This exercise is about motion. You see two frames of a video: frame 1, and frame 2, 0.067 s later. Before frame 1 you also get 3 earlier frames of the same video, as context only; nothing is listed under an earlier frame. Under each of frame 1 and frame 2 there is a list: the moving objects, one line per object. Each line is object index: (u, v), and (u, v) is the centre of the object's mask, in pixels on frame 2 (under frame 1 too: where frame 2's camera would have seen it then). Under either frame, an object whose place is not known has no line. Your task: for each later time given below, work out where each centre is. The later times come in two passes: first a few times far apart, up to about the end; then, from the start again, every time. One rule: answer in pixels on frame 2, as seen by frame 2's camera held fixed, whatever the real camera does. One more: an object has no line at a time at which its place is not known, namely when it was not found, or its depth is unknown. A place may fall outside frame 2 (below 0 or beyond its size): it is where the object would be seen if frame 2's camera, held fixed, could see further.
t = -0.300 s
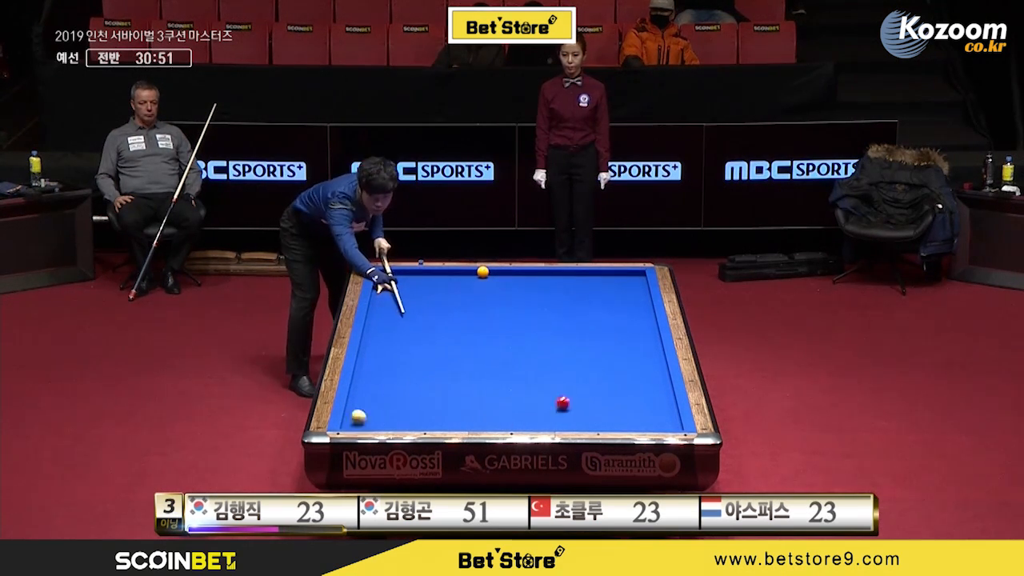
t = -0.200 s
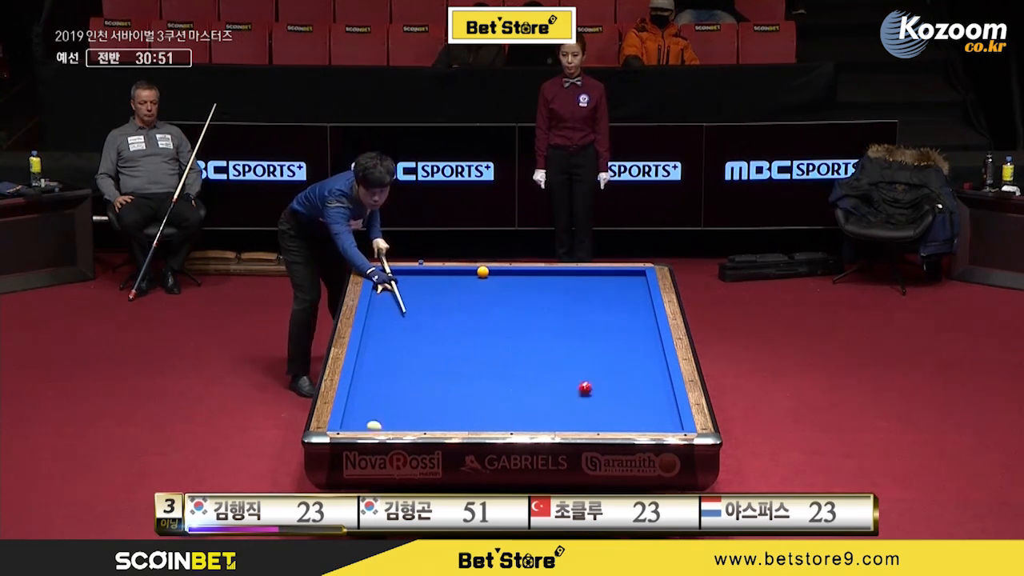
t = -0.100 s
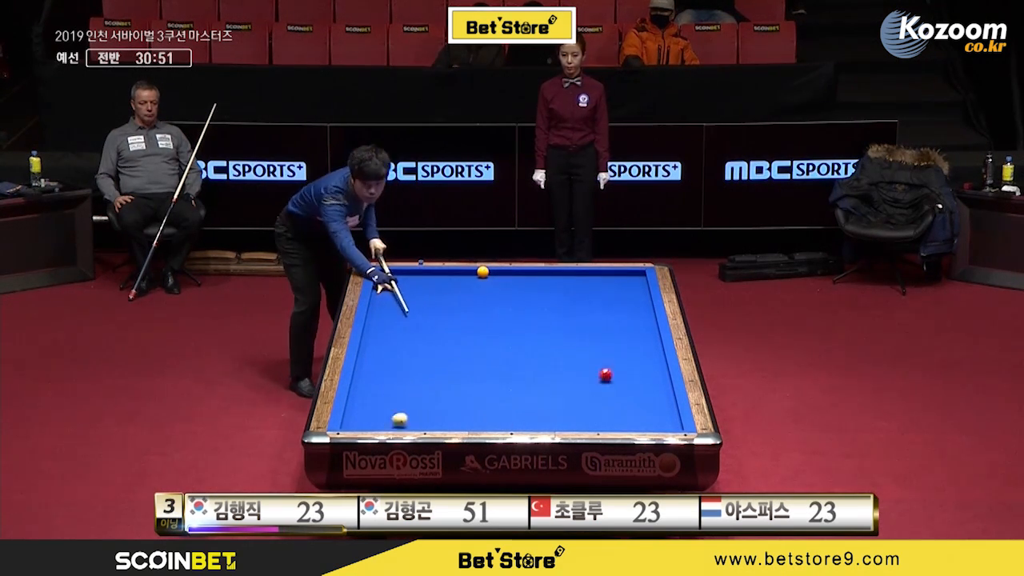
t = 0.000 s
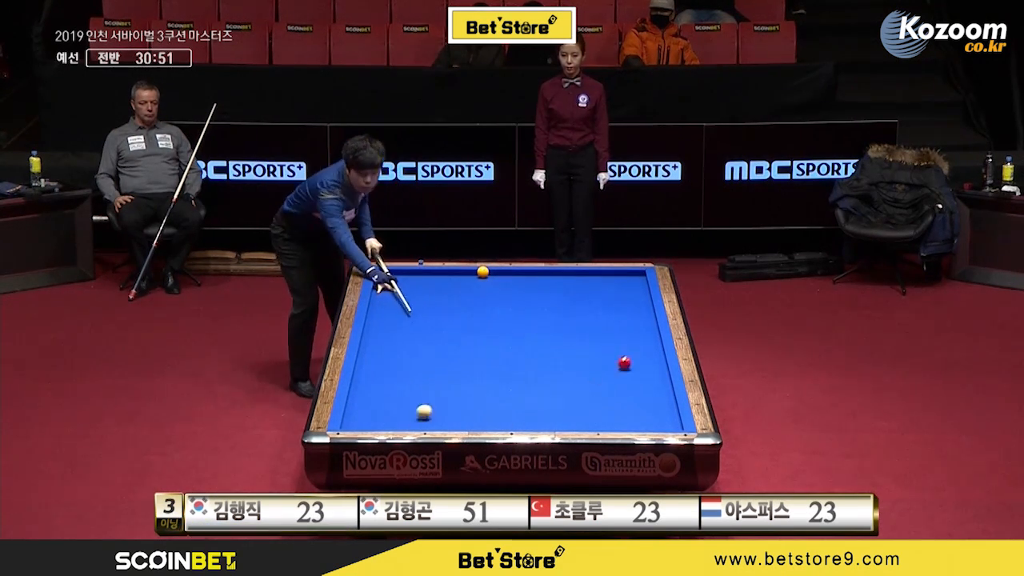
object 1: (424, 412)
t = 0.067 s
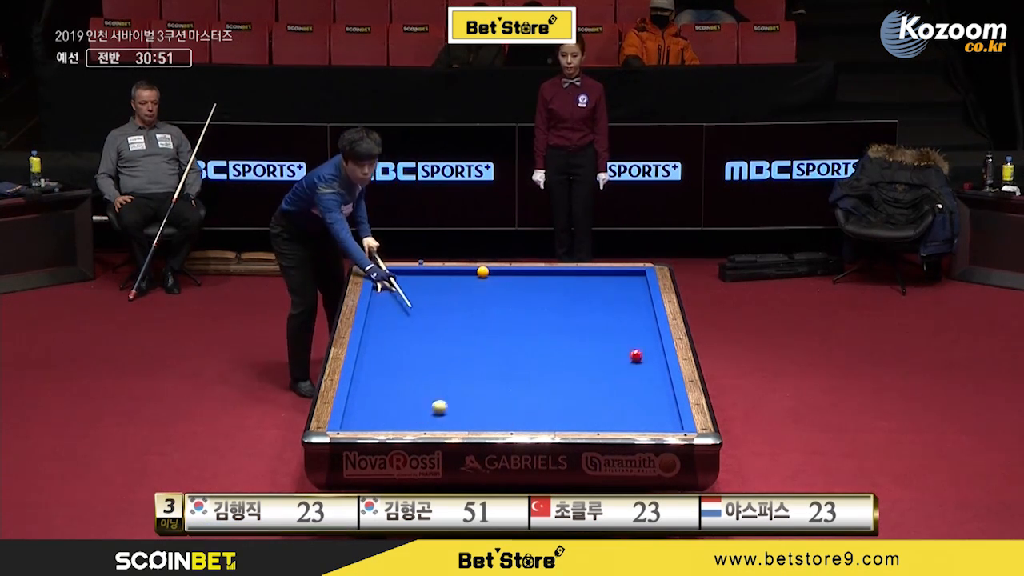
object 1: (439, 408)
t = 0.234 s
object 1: (475, 398)
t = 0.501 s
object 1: (528, 384)
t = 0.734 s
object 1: (573, 372)
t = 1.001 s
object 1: (622, 359)
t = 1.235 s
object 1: (653, 348)
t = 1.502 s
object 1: (619, 335)
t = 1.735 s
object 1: (595, 325)
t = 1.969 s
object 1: (571, 315)
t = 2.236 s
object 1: (544, 304)
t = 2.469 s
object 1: (523, 295)
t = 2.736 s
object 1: (499, 285)
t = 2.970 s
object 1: (479, 277)
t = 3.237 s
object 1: (454, 274)
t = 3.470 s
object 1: (429, 279)
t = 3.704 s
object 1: (404, 283)
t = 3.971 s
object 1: (378, 288)
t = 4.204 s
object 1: (391, 292)
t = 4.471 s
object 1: (406, 298)
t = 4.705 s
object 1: (419, 302)
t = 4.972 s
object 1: (434, 307)
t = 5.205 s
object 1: (446, 312)
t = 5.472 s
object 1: (460, 317)
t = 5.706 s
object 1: (473, 321)
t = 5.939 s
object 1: (485, 325)
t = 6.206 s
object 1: (498, 330)
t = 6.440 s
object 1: (510, 335)
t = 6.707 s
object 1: (524, 339)
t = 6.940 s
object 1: (535, 343)
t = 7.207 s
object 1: (548, 348)
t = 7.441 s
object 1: (559, 352)
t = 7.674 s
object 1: (570, 356)
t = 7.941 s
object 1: (582, 360)
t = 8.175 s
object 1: (592, 363)
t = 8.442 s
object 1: (603, 362)
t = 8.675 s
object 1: (609, 362)
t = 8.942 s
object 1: (615, 361)
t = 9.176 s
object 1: (621, 360)
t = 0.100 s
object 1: (447, 405)
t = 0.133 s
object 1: (454, 403)
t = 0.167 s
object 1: (461, 401)
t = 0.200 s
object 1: (468, 400)
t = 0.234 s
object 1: (475, 398)
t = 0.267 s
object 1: (482, 396)
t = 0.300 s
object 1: (488, 394)
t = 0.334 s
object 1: (495, 392)
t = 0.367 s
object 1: (502, 391)
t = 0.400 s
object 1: (509, 389)
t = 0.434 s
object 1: (515, 387)
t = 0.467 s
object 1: (522, 386)
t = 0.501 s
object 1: (528, 384)
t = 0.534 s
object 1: (535, 382)
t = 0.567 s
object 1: (541, 380)
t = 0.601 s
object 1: (548, 379)
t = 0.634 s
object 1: (554, 377)
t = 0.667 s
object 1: (560, 375)
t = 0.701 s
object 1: (567, 373)
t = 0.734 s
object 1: (573, 372)
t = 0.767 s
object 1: (579, 370)
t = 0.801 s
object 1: (585, 368)
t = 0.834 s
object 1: (592, 367)
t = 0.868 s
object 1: (598, 365)
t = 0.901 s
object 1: (604, 364)
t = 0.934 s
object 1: (610, 362)
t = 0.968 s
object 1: (616, 360)
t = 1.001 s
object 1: (622, 359)
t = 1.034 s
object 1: (628, 357)
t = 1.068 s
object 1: (634, 356)
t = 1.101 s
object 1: (640, 354)
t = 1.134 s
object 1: (645, 353)
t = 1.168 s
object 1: (651, 351)
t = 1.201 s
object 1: (657, 350)
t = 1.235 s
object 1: (653, 348)
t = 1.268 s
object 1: (647, 346)
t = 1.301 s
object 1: (642, 345)
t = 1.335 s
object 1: (638, 343)
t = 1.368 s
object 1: (634, 341)
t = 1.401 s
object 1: (630, 340)
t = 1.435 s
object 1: (627, 338)
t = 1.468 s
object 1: (623, 337)
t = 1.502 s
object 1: (619, 335)
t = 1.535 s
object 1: (616, 334)
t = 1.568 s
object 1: (612, 332)
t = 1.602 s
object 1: (609, 331)
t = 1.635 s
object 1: (605, 329)
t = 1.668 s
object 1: (601, 328)
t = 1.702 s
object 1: (598, 326)
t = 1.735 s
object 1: (595, 325)
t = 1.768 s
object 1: (591, 323)
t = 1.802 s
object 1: (588, 322)
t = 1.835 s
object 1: (584, 321)
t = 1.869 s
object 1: (581, 319)
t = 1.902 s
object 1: (577, 318)
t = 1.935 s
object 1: (574, 316)
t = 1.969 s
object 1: (571, 315)
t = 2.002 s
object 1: (567, 313)
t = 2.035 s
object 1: (564, 312)
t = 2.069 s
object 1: (561, 311)
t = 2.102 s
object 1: (557, 309)
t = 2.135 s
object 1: (554, 308)
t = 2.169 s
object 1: (551, 306)
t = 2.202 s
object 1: (548, 305)
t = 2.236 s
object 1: (544, 304)
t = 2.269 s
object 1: (541, 302)
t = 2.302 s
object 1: (538, 301)
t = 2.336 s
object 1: (535, 300)
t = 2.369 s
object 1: (532, 299)
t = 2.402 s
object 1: (529, 297)
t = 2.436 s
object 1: (526, 296)
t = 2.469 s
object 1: (523, 295)
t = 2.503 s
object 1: (520, 294)
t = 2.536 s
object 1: (517, 292)
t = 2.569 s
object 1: (514, 291)
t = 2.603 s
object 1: (511, 290)
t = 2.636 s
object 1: (508, 289)
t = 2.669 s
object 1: (505, 288)
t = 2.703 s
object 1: (502, 286)
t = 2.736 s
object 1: (499, 285)
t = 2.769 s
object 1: (496, 284)
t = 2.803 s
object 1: (493, 283)
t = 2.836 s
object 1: (491, 282)
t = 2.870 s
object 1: (488, 280)
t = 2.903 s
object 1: (485, 279)
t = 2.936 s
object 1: (482, 278)
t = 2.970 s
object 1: (479, 277)
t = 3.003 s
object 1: (476, 275)
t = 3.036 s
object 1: (474, 274)
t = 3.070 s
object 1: (471, 273)
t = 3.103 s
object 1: (468, 272)
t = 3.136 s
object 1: (464, 272)
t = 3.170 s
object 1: (461, 273)
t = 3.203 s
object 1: (457, 274)
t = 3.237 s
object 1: (454, 274)
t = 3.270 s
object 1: (450, 275)
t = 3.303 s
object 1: (447, 276)
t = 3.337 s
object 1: (443, 276)
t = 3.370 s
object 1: (440, 277)
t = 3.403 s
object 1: (436, 277)
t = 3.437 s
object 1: (432, 278)
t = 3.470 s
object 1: (429, 279)
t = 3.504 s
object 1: (425, 279)
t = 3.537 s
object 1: (422, 280)
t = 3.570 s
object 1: (418, 280)
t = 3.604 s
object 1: (415, 281)
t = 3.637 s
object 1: (411, 282)
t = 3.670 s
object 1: (408, 282)
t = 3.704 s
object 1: (404, 283)
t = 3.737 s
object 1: (401, 284)
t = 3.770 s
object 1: (397, 284)
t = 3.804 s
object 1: (394, 285)
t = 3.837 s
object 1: (390, 285)
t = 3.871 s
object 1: (387, 286)
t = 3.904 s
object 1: (383, 287)
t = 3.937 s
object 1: (380, 287)
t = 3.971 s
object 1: (378, 288)
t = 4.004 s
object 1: (380, 289)
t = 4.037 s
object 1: (382, 289)
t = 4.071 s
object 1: (384, 290)
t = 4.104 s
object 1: (386, 291)
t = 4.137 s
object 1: (388, 291)
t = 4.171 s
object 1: (390, 291)
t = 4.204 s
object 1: (391, 292)
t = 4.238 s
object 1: (393, 293)
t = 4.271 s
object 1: (395, 294)
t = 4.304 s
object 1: (397, 295)
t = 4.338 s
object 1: (399, 295)
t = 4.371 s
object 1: (401, 296)
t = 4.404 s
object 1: (403, 296)
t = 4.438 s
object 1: (404, 297)
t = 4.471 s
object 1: (406, 298)
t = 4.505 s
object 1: (408, 298)
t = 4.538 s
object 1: (410, 299)
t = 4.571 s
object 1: (412, 300)
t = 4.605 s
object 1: (414, 300)
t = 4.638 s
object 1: (415, 301)
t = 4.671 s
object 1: (417, 302)
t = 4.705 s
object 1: (419, 302)
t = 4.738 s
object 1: (421, 303)
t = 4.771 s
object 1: (423, 303)
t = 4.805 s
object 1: (424, 304)
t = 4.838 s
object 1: (426, 305)
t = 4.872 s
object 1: (428, 305)
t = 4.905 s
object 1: (430, 306)
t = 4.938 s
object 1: (432, 307)
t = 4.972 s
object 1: (434, 307)
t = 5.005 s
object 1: (435, 308)
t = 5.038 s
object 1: (437, 308)
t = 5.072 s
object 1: (439, 309)
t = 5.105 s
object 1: (441, 310)
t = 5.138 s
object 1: (442, 310)
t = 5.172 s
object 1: (444, 311)
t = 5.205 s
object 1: (446, 312)
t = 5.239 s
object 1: (448, 312)
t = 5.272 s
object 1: (450, 313)
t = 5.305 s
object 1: (452, 313)
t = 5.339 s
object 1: (453, 314)
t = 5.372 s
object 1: (455, 315)
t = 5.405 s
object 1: (457, 315)
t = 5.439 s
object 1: (459, 316)
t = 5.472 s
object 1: (460, 317)
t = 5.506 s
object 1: (462, 317)
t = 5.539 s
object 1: (464, 318)
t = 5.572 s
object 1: (466, 319)
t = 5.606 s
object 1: (467, 319)
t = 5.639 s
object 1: (469, 320)
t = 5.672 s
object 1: (471, 320)
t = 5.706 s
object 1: (473, 321)
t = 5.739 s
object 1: (474, 322)
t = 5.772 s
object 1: (476, 322)
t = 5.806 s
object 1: (478, 323)
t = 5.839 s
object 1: (480, 324)
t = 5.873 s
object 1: (481, 324)
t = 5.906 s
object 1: (483, 325)
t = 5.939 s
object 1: (485, 325)
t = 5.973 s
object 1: (486, 326)
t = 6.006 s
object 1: (488, 327)
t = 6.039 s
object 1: (490, 327)
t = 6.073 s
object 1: (492, 328)
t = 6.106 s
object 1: (493, 329)
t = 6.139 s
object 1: (495, 329)
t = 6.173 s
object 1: (497, 330)
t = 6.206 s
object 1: (498, 330)
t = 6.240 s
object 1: (500, 331)
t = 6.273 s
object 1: (502, 332)
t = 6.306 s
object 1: (504, 332)
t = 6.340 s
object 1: (505, 333)
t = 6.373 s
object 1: (507, 333)
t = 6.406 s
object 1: (509, 334)
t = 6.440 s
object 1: (510, 335)
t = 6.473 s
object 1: (512, 335)
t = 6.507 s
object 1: (514, 336)
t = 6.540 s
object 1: (515, 336)
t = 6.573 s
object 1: (517, 337)
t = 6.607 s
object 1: (519, 337)
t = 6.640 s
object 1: (520, 338)
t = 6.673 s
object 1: (522, 339)
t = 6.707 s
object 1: (524, 339)
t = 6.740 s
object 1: (525, 340)
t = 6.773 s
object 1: (527, 341)
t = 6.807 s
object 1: (529, 341)
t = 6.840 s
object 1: (530, 342)
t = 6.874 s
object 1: (532, 342)
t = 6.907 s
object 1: (533, 343)
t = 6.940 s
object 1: (535, 343)
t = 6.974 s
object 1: (537, 344)
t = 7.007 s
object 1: (538, 345)
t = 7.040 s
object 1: (540, 345)
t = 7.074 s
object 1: (542, 346)
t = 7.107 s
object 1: (543, 346)
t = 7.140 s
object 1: (545, 347)
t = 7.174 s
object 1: (546, 347)
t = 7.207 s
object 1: (548, 348)
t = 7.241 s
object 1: (550, 349)
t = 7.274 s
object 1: (551, 349)
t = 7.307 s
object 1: (553, 350)
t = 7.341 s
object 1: (554, 350)
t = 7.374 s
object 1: (556, 351)
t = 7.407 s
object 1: (558, 351)
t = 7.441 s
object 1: (559, 352)
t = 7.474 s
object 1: (561, 353)
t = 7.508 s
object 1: (562, 353)
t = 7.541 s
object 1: (564, 354)
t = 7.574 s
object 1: (565, 354)
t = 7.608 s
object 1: (567, 355)
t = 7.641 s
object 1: (568, 355)
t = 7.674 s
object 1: (570, 356)
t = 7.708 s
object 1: (571, 356)
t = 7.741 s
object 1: (573, 357)
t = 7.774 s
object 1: (575, 357)
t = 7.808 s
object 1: (576, 358)
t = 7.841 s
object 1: (578, 359)
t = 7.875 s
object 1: (579, 359)
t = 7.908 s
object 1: (581, 360)
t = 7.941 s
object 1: (582, 360)
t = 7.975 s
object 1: (584, 361)
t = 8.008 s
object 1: (585, 361)
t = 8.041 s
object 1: (587, 362)
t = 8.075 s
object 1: (589, 362)
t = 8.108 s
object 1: (590, 363)
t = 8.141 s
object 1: (591, 363)
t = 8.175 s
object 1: (592, 363)
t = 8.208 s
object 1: (593, 363)
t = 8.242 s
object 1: (594, 363)
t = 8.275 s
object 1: (596, 361)
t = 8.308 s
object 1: (598, 361)
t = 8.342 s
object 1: (600, 361)
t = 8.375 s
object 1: (601, 362)
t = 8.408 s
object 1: (602, 362)
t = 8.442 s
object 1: (603, 362)
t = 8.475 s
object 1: (603, 362)
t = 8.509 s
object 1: (604, 363)
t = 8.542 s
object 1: (605, 363)
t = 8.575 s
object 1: (606, 363)
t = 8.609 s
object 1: (607, 362)
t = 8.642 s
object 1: (607, 362)
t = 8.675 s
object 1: (609, 362)
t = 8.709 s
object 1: (609, 362)
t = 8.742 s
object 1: (610, 362)
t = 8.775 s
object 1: (611, 362)
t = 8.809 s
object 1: (612, 362)
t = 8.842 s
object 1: (613, 361)
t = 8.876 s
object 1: (614, 361)
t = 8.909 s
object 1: (614, 361)
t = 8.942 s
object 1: (615, 361)
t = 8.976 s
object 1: (616, 361)
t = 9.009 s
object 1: (617, 361)
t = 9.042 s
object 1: (618, 360)
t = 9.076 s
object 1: (618, 360)
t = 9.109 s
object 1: (619, 360)
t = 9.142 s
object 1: (620, 360)
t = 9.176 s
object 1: (621, 360)
